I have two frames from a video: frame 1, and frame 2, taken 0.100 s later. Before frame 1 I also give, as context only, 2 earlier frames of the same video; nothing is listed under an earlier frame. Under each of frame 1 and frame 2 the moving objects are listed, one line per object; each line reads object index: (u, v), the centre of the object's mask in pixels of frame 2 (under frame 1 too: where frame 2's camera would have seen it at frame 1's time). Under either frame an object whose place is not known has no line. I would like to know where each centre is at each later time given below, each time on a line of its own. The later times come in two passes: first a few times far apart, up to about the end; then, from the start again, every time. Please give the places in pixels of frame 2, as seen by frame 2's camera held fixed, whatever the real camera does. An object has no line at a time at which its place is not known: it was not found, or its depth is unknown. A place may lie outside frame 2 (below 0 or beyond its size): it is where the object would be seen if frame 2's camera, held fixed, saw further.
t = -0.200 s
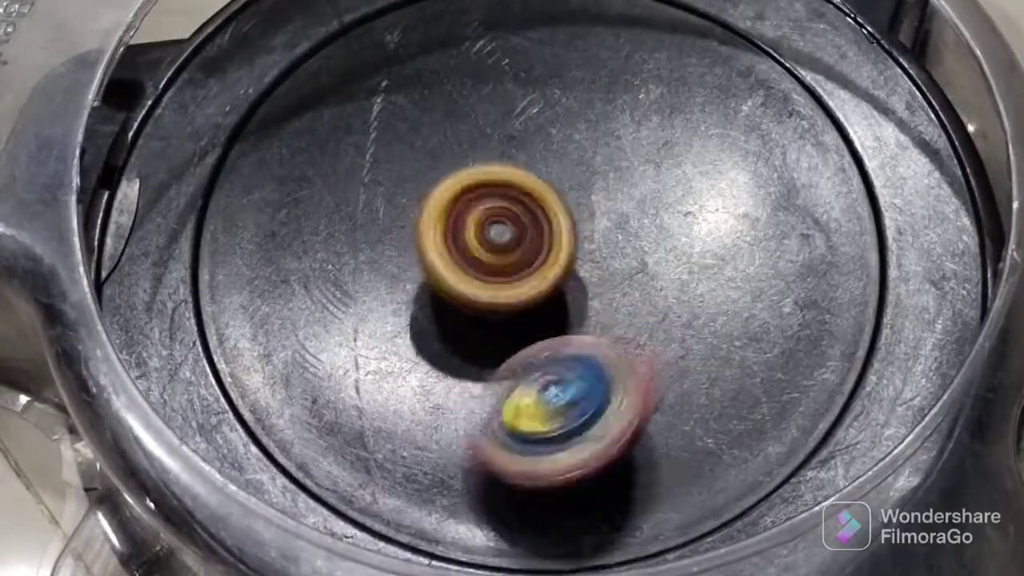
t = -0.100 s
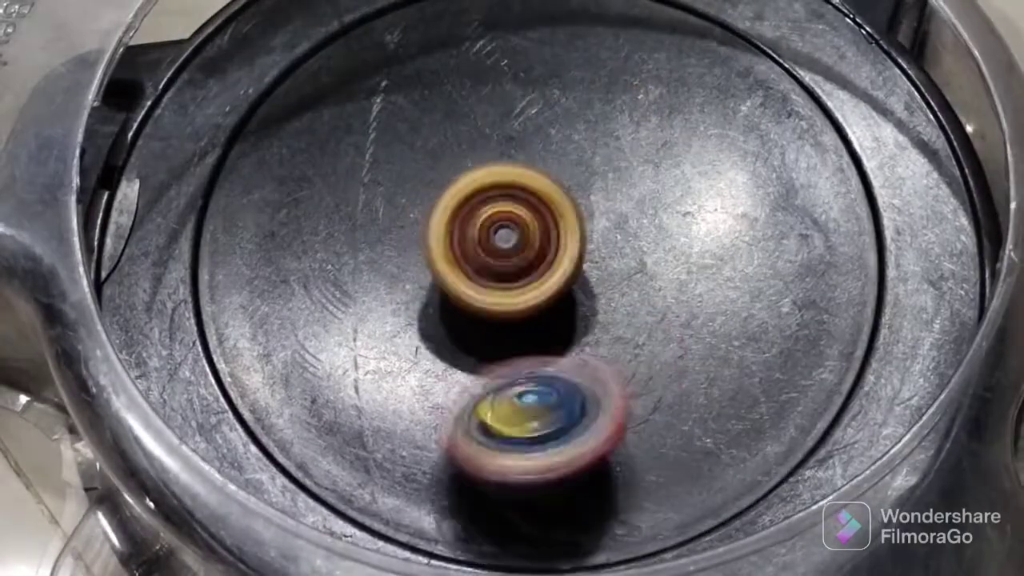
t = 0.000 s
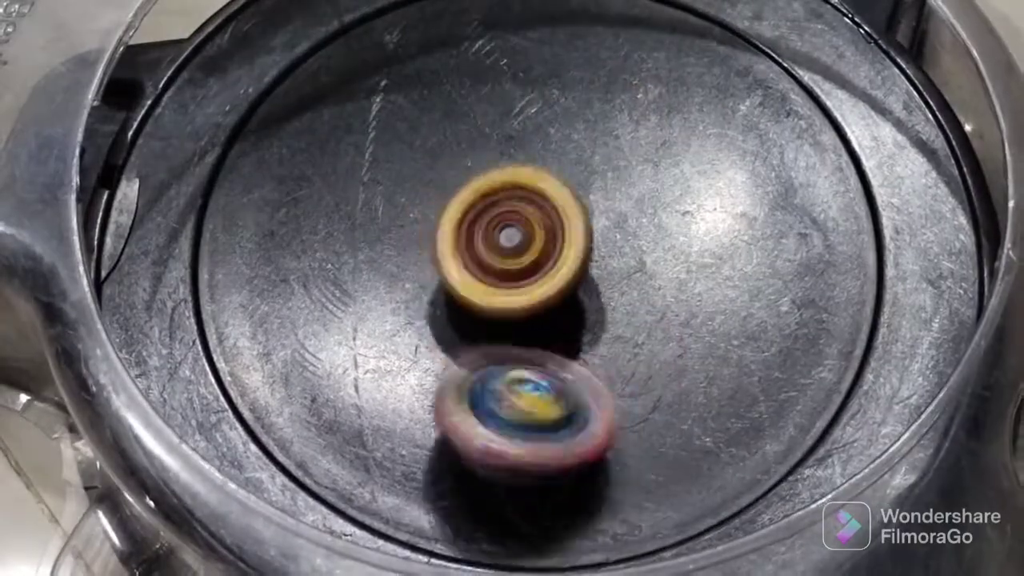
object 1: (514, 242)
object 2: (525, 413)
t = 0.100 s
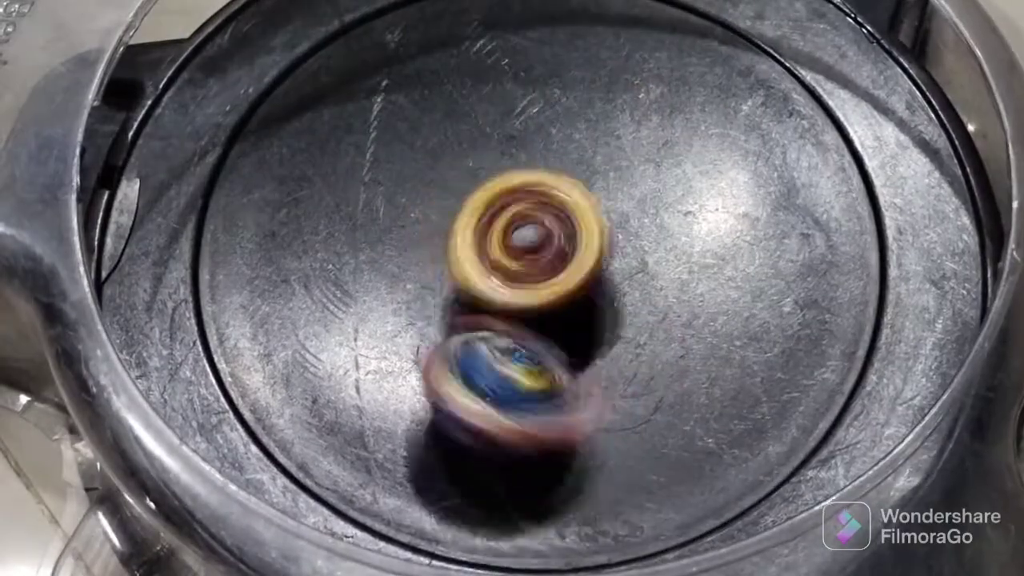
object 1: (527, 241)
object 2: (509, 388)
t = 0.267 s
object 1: (557, 240)
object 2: (411, 304)
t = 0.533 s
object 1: (557, 248)
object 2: (361, 204)
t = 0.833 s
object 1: (548, 238)
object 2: (451, 136)
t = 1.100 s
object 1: (562, 225)
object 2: (544, 92)
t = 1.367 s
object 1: (527, 253)
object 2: (635, 114)
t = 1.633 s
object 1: (507, 269)
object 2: (604, 112)
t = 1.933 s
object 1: (525, 232)
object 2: (610, 117)
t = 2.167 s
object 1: (530, 233)
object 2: (615, 119)
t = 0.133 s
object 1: (539, 235)
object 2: (488, 375)
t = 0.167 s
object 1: (550, 233)
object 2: (465, 358)
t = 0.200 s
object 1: (555, 237)
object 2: (447, 341)
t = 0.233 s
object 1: (557, 238)
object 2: (427, 319)
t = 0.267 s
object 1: (557, 240)
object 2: (411, 304)
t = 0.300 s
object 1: (556, 237)
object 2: (400, 287)
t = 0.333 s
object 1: (559, 239)
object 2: (385, 270)
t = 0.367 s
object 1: (559, 240)
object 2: (379, 256)
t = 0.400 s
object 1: (560, 242)
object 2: (371, 241)
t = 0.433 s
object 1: (560, 246)
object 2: (366, 230)
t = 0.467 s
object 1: (558, 246)
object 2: (361, 219)
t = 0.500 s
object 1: (558, 248)
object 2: (358, 209)
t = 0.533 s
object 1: (557, 248)
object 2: (361, 204)
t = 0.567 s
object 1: (557, 249)
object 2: (361, 194)
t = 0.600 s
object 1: (554, 249)
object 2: (368, 186)
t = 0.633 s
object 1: (552, 248)
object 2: (375, 179)
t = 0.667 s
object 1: (550, 247)
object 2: (384, 171)
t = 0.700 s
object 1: (549, 244)
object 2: (395, 161)
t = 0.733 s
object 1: (549, 244)
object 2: (406, 155)
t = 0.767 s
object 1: (548, 242)
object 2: (420, 147)
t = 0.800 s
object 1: (549, 241)
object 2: (434, 140)
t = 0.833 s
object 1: (548, 238)
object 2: (451, 136)
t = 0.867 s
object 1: (549, 235)
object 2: (466, 126)
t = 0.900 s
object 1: (551, 234)
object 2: (480, 119)
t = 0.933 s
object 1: (552, 231)
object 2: (496, 112)
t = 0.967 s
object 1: (555, 230)
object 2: (509, 106)
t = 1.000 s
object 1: (555, 228)
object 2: (518, 101)
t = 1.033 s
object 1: (559, 226)
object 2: (531, 99)
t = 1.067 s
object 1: (559, 227)
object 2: (538, 95)
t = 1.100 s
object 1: (562, 225)
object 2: (544, 92)
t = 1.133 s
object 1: (564, 226)
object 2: (554, 94)
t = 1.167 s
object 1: (565, 225)
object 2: (561, 96)
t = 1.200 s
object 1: (567, 225)
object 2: (568, 98)
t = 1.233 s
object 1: (563, 227)
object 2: (580, 102)
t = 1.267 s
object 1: (556, 230)
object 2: (598, 105)
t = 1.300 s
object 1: (543, 240)
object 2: (615, 111)
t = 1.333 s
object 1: (533, 245)
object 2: (627, 115)
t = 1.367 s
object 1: (527, 253)
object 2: (635, 114)
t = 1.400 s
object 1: (524, 262)
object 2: (640, 113)
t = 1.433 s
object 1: (521, 266)
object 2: (640, 114)
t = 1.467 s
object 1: (519, 270)
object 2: (635, 115)
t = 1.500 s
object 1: (516, 272)
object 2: (628, 115)
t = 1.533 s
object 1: (510, 271)
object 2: (619, 114)
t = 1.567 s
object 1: (508, 271)
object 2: (610, 113)
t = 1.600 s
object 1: (509, 272)
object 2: (605, 112)
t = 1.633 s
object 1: (507, 269)
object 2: (604, 112)
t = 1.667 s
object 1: (508, 267)
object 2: (604, 112)
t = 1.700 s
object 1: (507, 265)
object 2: (606, 112)
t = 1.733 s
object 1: (506, 263)
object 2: (608, 116)
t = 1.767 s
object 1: (508, 259)
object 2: (610, 120)
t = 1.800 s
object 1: (510, 255)
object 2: (611, 121)
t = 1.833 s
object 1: (512, 249)
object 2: (611, 120)
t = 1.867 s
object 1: (514, 243)
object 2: (609, 120)
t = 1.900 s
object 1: (521, 238)
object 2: (608, 118)
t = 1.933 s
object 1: (525, 232)
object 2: (610, 117)
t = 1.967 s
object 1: (527, 230)
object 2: (611, 115)
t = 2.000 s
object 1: (526, 232)
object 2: (612, 114)
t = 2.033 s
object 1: (524, 231)
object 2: (612, 113)
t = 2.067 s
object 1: (522, 233)
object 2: (612, 117)
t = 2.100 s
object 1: (522, 233)
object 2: (613, 119)
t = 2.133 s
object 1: (525, 233)
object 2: (615, 119)
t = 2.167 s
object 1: (530, 233)
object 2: (615, 119)
